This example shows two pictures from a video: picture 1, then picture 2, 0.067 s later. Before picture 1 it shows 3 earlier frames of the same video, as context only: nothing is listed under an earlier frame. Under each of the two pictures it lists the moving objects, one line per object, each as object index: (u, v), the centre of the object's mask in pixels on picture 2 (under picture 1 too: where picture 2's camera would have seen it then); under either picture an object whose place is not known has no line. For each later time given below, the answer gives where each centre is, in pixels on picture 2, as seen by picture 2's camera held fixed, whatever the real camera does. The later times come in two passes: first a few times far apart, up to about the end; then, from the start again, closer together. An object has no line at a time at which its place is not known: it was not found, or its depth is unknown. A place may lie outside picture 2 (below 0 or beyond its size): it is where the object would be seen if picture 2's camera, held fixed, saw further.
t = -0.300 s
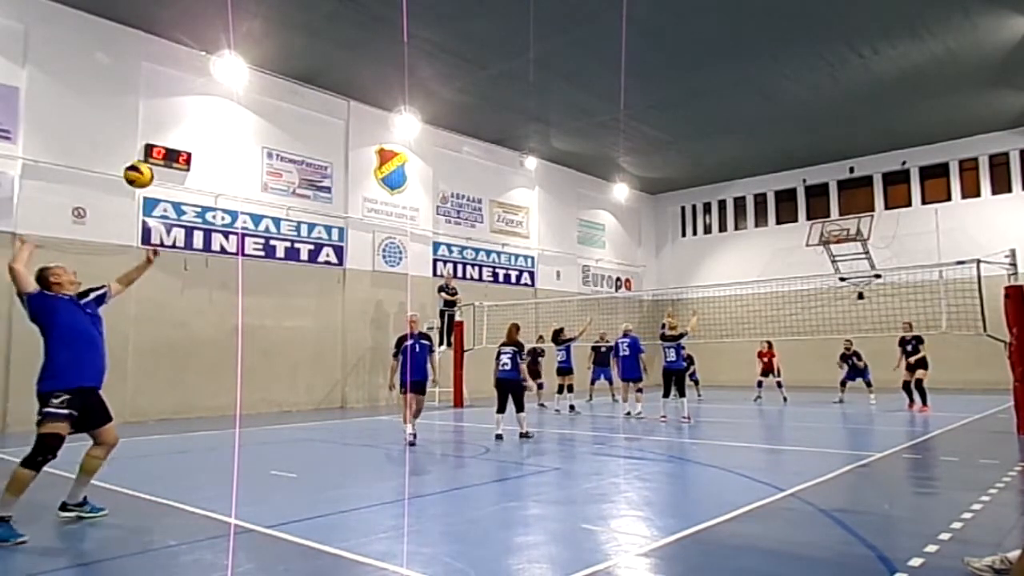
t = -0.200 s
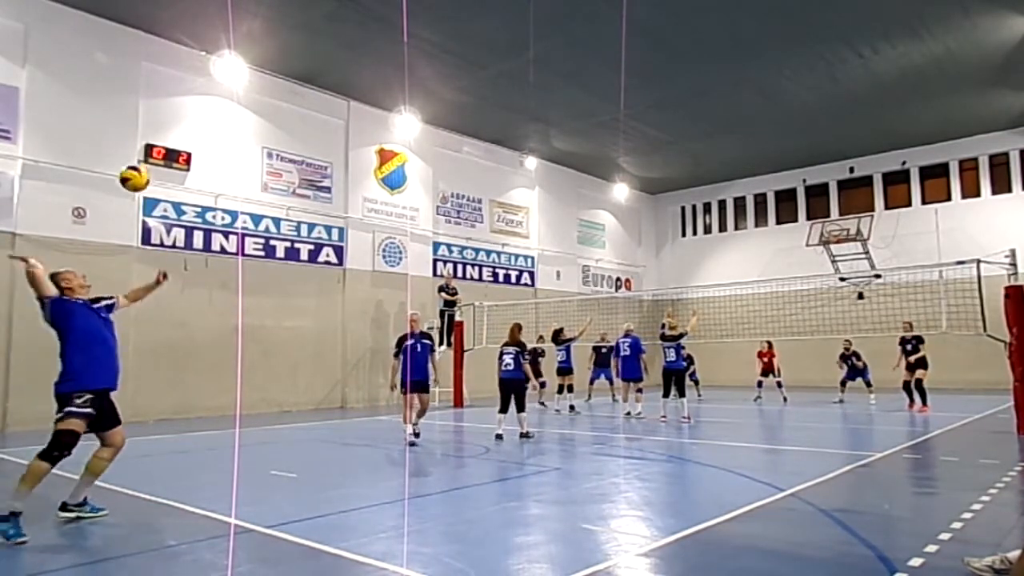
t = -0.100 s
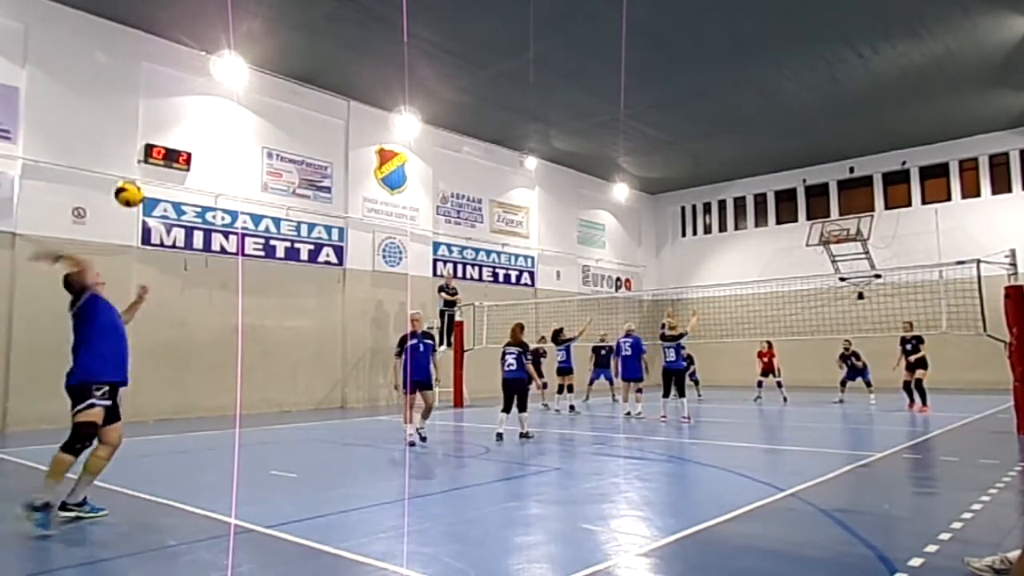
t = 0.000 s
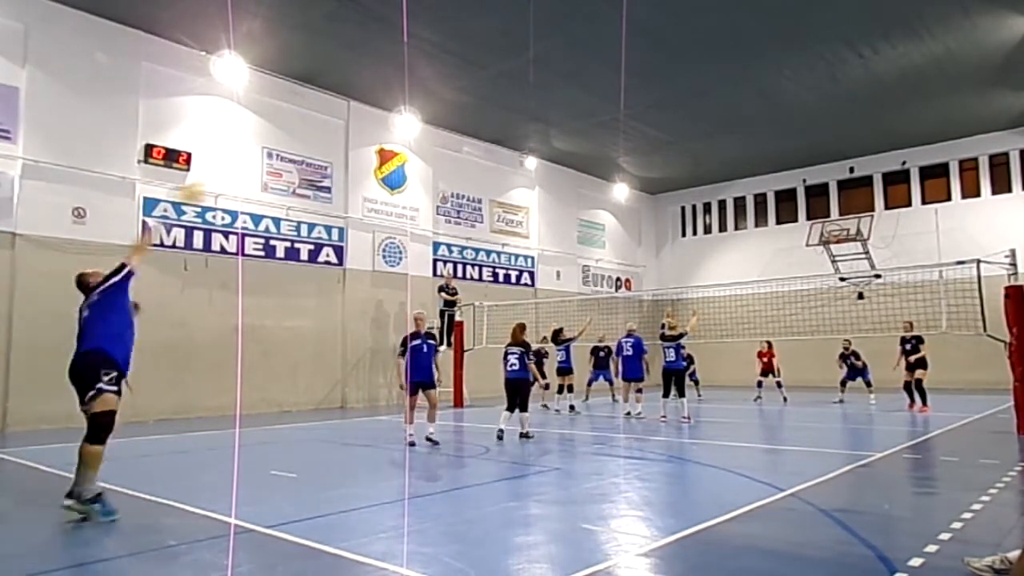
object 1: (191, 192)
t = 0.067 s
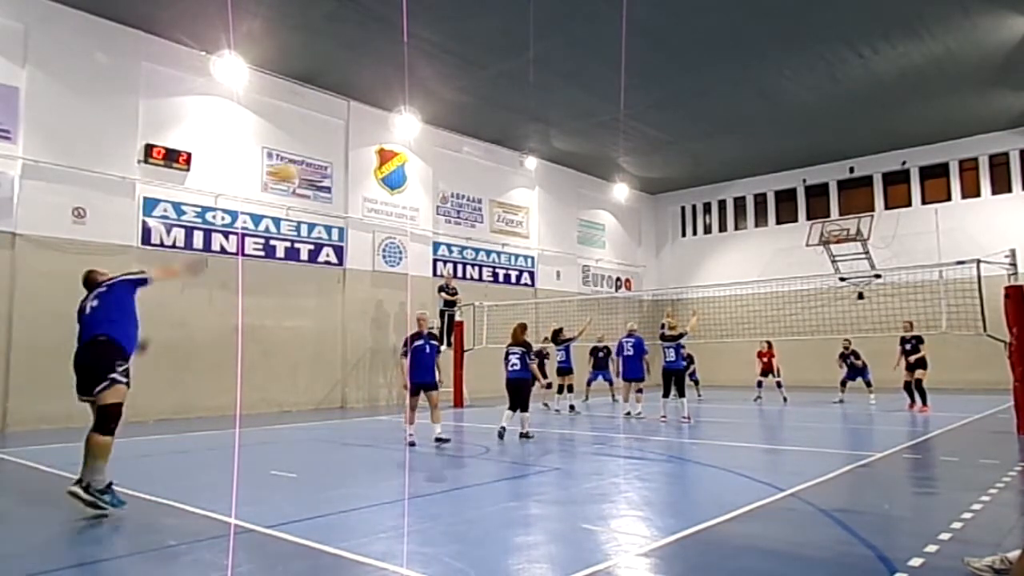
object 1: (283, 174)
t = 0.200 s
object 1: (421, 150)
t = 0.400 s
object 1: (557, 147)
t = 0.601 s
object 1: (647, 173)
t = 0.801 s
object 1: (711, 215)
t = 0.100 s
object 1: (321, 165)
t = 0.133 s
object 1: (357, 160)
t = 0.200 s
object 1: (421, 150)
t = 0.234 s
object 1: (448, 149)
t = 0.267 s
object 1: (473, 146)
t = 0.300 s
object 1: (496, 145)
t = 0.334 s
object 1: (517, 146)
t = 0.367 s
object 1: (536, 147)
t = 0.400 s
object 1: (557, 147)
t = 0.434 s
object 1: (575, 150)
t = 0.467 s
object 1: (591, 154)
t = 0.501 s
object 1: (607, 157)
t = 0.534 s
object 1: (621, 162)
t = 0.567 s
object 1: (635, 169)
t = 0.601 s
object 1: (647, 173)
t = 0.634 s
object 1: (659, 180)
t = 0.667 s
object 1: (671, 186)
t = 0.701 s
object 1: (682, 194)
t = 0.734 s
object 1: (691, 199)
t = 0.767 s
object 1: (703, 208)
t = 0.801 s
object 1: (711, 215)
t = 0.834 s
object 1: (722, 225)
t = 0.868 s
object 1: (729, 232)
